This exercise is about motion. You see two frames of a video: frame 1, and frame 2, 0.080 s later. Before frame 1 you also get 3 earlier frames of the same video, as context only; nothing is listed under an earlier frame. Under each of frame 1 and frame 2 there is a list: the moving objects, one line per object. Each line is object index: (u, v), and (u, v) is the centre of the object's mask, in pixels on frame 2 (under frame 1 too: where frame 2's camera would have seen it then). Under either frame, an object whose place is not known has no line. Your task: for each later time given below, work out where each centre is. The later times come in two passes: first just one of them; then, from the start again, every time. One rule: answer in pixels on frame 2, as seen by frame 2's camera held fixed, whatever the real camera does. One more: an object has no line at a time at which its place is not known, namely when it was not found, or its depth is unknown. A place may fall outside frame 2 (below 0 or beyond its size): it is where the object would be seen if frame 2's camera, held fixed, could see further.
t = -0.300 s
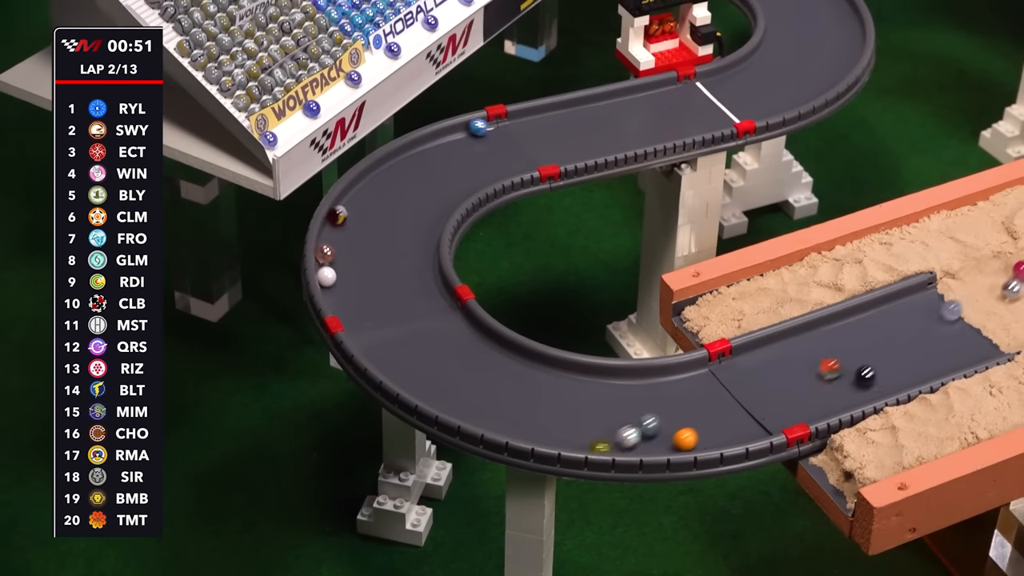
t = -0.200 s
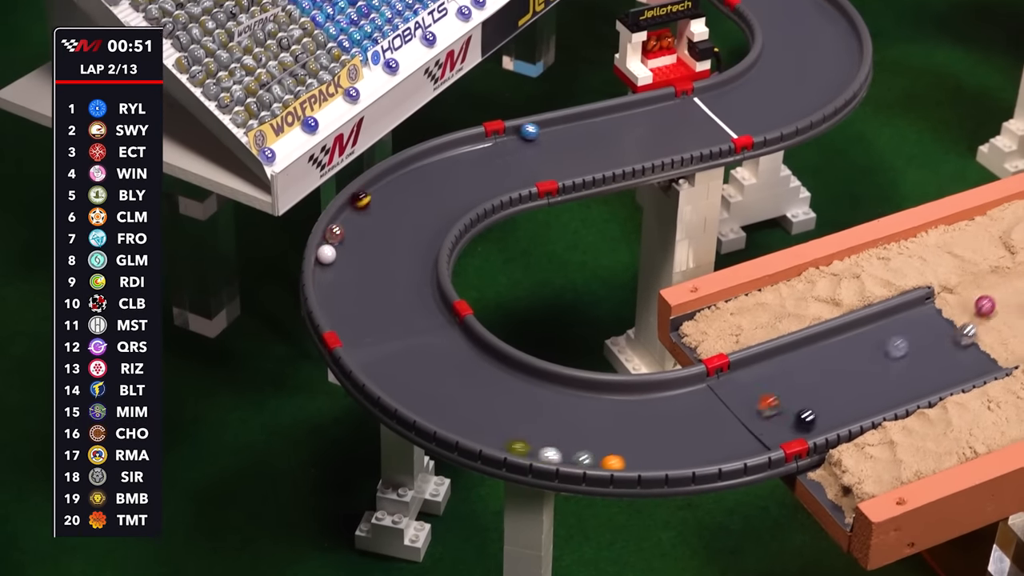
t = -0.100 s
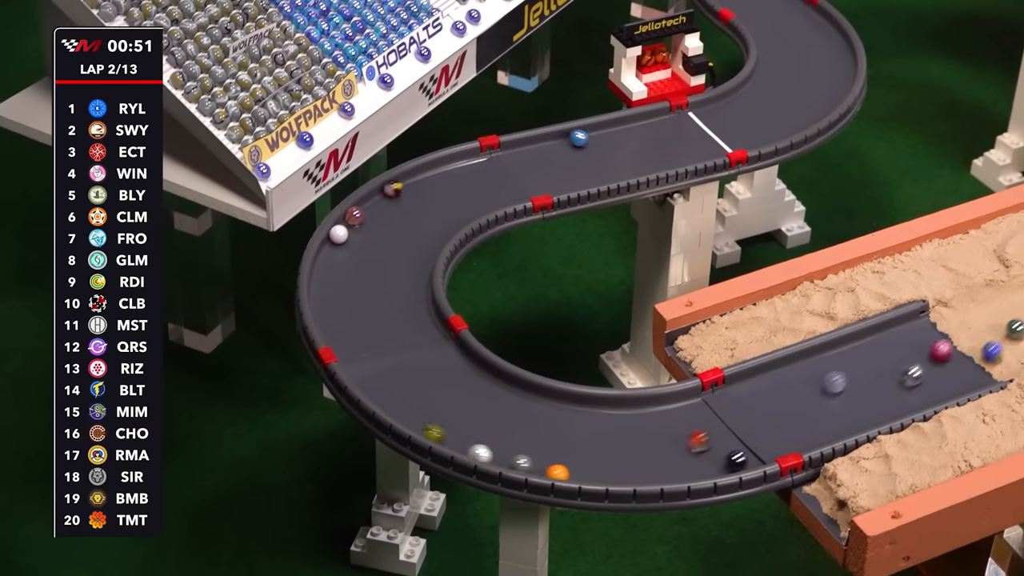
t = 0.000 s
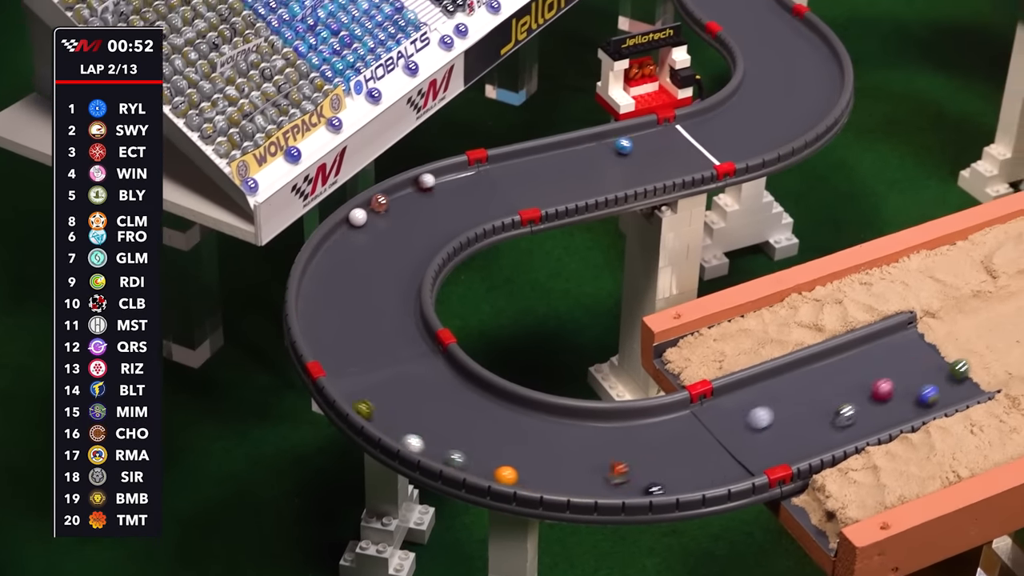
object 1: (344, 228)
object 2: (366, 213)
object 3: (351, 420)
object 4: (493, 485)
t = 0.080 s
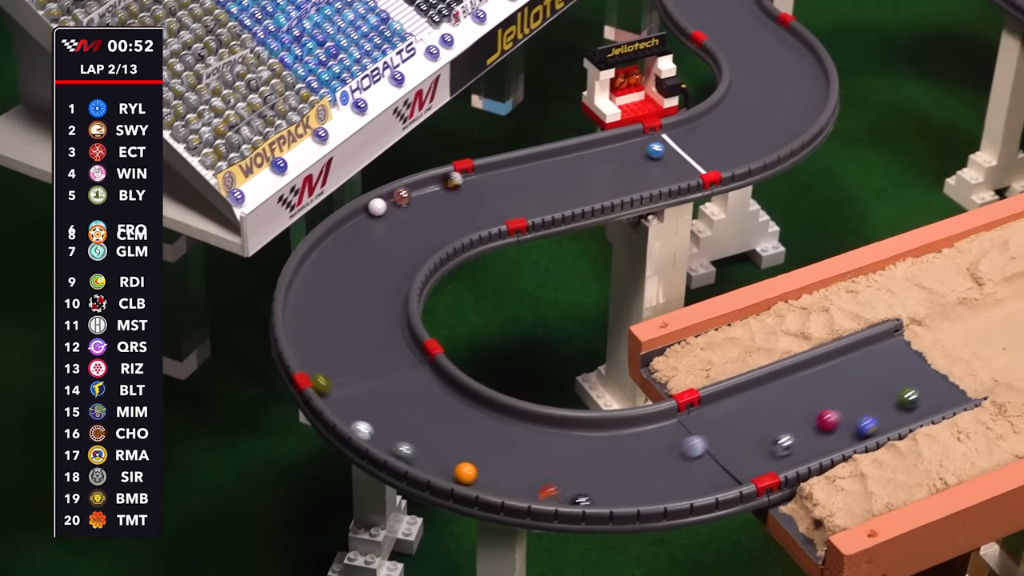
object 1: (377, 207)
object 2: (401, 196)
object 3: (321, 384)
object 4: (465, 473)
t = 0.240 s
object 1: (458, 178)
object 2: (484, 173)
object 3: (294, 314)
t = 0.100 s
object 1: (386, 202)
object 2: (411, 193)
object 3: (315, 374)
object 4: (459, 469)
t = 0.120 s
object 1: (396, 198)
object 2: (421, 189)
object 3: (309, 366)
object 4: (453, 465)
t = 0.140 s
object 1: (405, 194)
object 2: (431, 186)
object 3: (304, 359)
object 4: (447, 460)
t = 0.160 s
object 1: (416, 191)
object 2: (441, 183)
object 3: (300, 349)
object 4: (441, 455)
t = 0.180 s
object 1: (426, 187)
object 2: (451, 181)
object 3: (297, 341)
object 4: (436, 450)
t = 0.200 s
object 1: (436, 184)
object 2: (462, 178)
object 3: (295, 331)
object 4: (430, 445)
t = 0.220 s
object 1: (447, 181)
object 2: (473, 175)
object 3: (294, 323)
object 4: (425, 440)
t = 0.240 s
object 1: (458, 178)
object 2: (484, 173)
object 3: (294, 314)
